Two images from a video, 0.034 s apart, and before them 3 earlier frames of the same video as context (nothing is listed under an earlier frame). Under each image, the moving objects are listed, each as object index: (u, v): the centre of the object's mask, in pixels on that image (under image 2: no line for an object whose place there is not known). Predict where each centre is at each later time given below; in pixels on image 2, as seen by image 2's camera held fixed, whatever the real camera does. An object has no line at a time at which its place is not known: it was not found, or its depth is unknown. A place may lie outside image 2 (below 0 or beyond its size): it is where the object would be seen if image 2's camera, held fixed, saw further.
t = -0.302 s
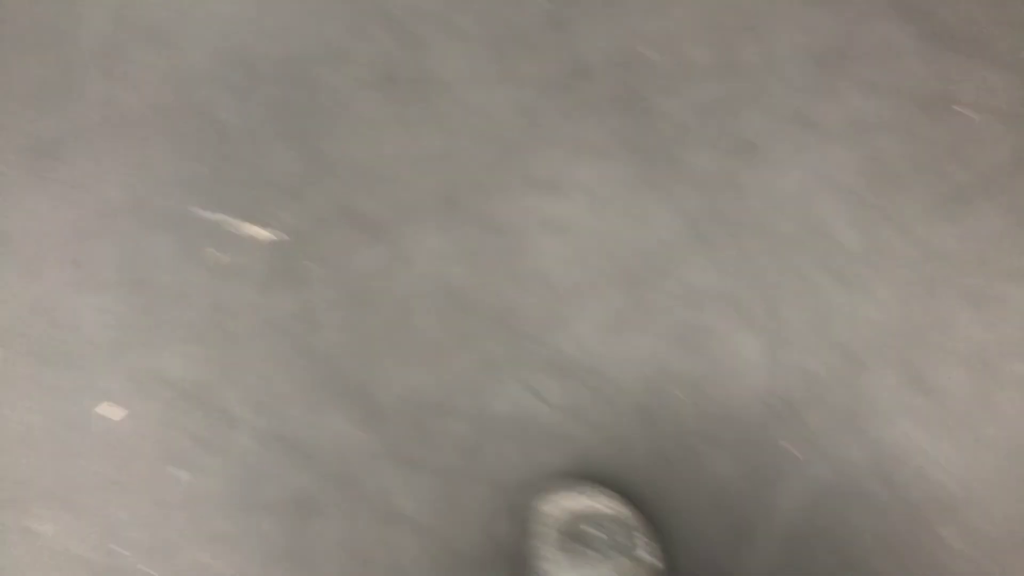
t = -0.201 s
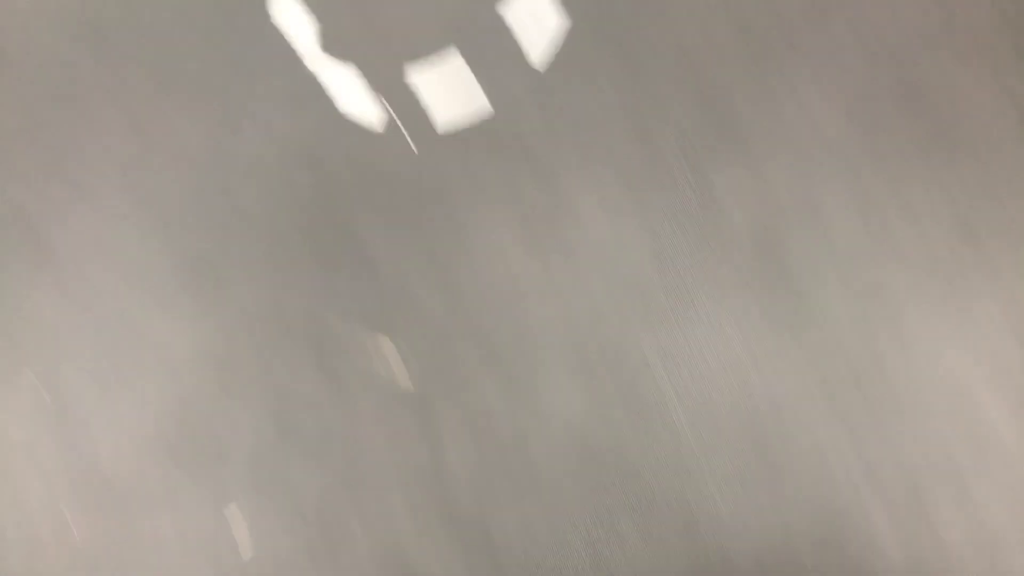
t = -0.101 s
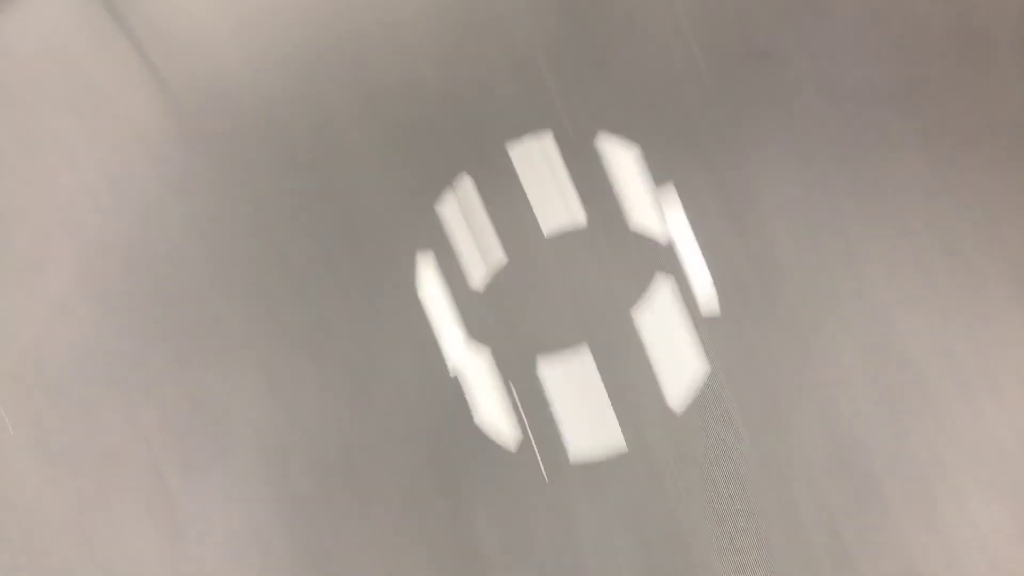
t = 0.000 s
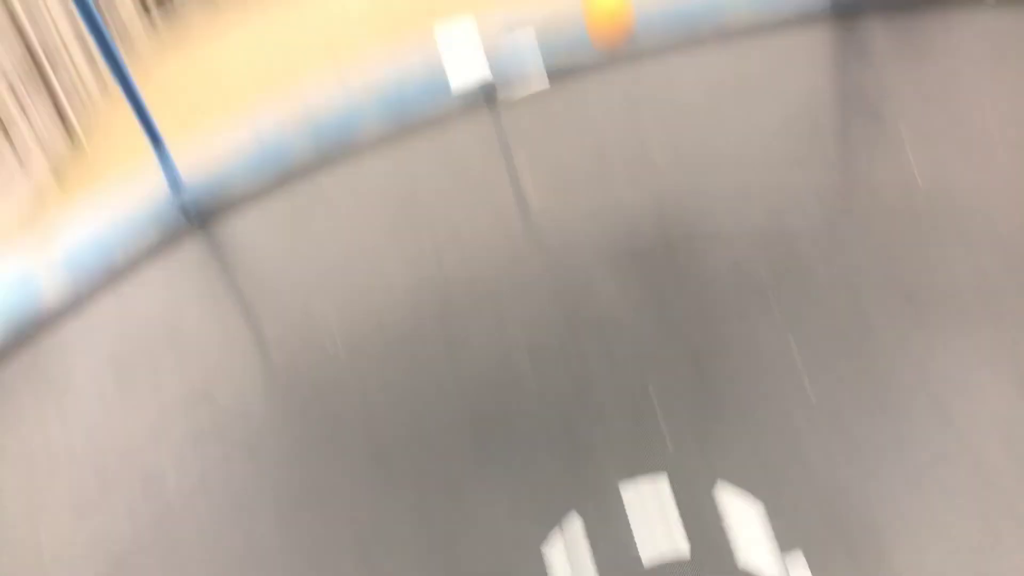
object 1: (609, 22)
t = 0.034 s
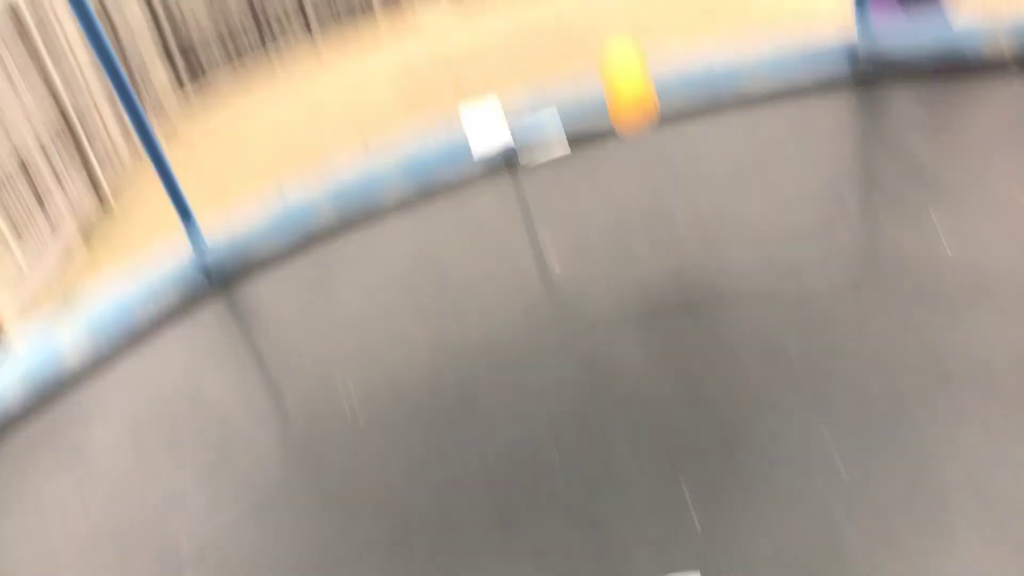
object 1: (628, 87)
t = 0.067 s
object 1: (633, 114)
